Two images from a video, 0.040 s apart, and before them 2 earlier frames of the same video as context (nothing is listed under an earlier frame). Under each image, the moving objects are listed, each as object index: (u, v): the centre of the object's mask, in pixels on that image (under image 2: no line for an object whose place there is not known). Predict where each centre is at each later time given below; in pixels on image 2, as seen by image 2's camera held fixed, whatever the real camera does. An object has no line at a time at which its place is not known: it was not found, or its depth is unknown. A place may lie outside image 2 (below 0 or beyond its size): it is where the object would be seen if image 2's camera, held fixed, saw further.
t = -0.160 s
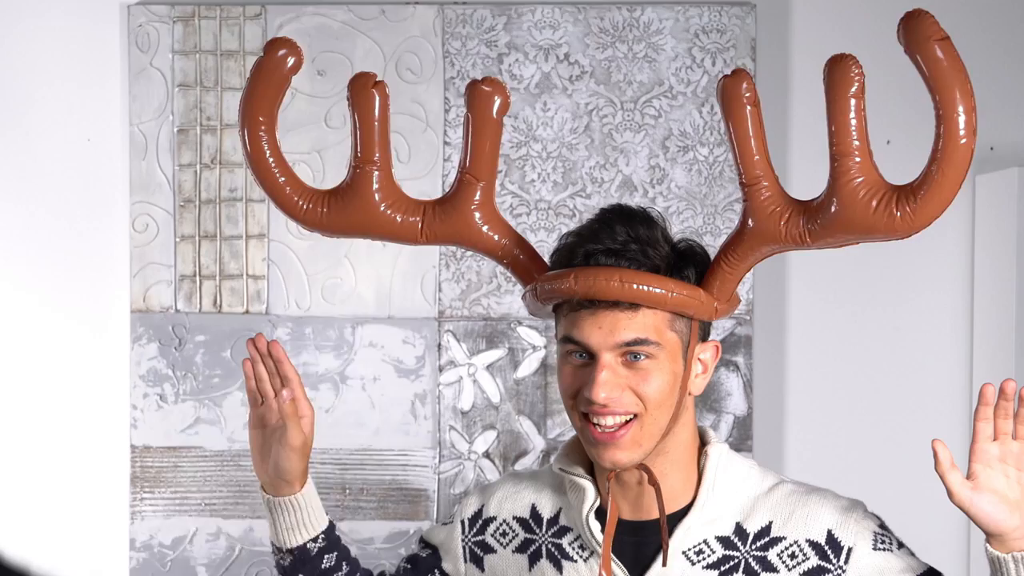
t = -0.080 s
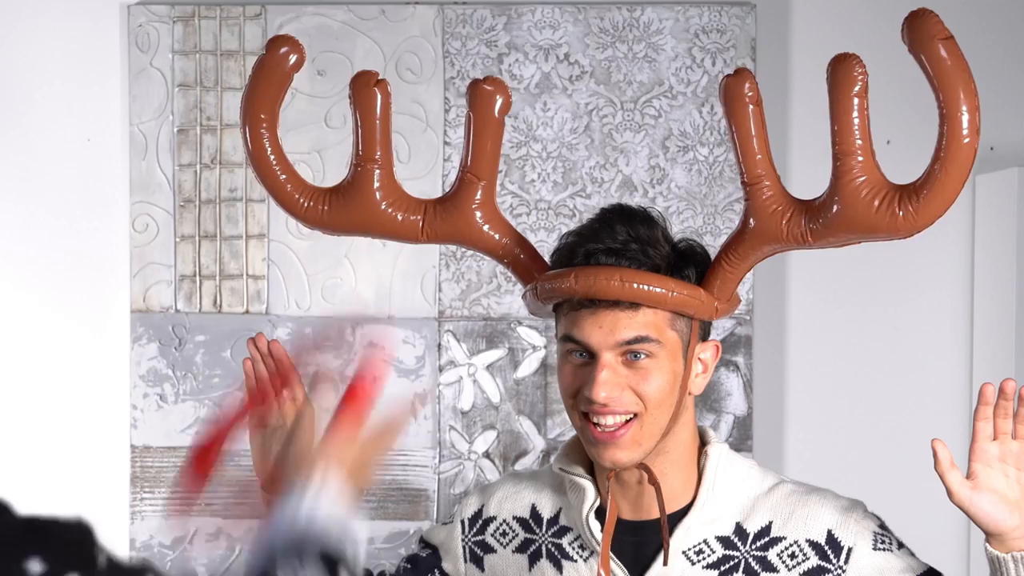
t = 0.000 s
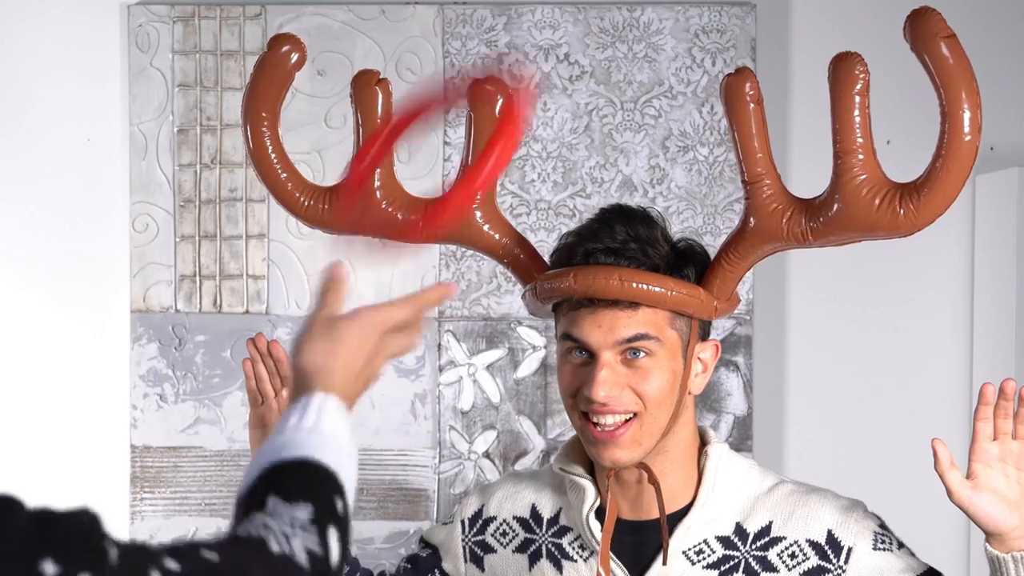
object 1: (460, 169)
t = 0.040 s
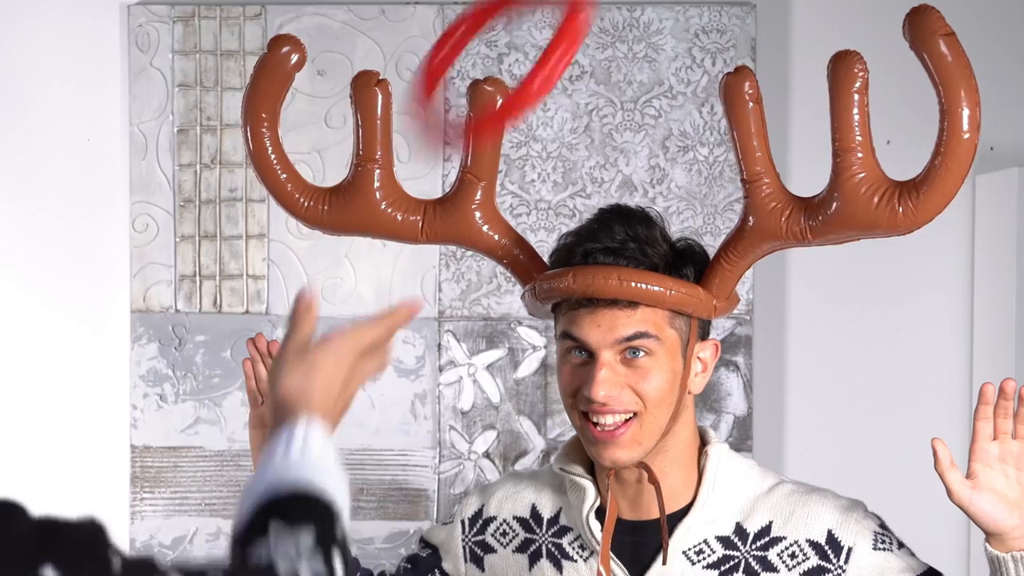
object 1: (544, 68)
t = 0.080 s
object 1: (534, 36)
